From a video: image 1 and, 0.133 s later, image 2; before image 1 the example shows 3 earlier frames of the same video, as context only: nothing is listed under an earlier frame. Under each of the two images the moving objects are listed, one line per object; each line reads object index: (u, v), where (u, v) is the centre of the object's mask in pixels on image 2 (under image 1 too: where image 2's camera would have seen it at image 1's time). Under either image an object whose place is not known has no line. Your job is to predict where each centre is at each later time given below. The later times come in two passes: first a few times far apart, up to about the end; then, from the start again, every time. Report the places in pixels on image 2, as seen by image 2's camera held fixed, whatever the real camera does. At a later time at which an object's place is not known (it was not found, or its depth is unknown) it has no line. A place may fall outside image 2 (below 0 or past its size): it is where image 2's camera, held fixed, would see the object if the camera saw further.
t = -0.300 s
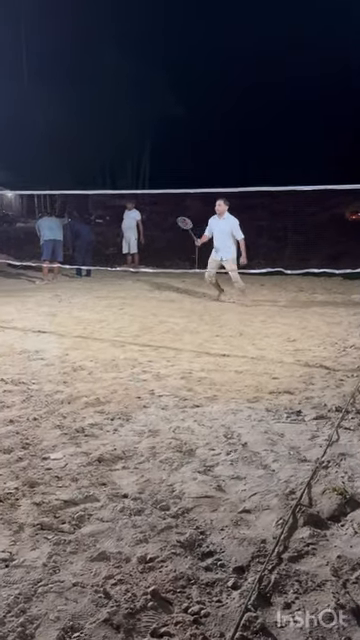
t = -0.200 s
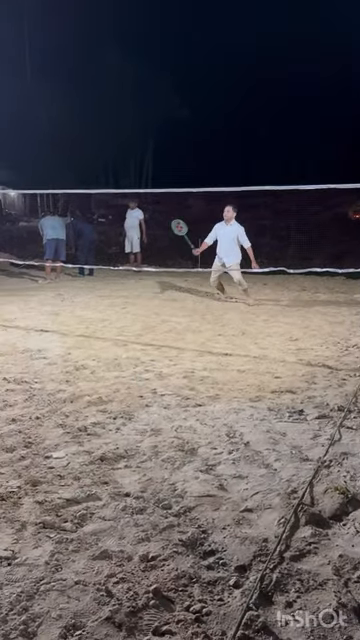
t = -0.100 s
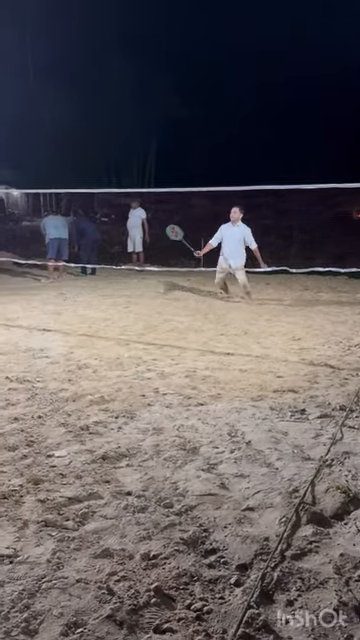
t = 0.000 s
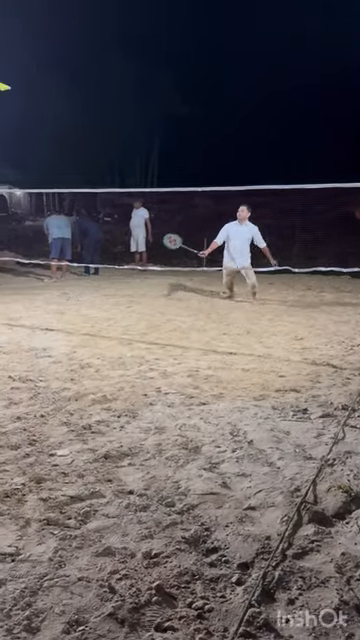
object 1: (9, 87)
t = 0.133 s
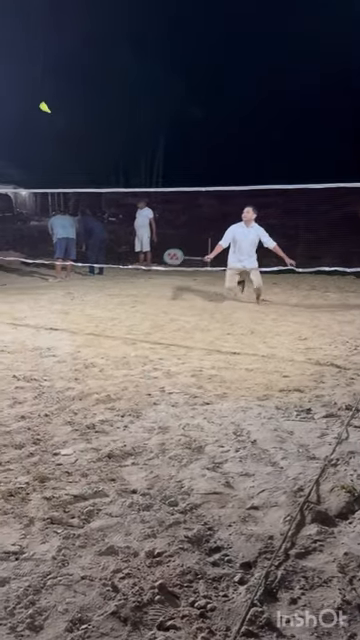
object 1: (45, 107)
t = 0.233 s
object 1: (68, 132)
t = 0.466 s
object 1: (112, 212)
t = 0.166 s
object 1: (52, 115)
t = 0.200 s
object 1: (61, 123)
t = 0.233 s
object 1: (68, 132)
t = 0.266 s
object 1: (75, 142)
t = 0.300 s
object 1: (82, 152)
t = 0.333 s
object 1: (89, 164)
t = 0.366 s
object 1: (94, 175)
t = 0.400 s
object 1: (101, 187)
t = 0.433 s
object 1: (107, 199)
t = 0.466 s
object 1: (112, 212)
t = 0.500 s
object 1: (117, 224)
